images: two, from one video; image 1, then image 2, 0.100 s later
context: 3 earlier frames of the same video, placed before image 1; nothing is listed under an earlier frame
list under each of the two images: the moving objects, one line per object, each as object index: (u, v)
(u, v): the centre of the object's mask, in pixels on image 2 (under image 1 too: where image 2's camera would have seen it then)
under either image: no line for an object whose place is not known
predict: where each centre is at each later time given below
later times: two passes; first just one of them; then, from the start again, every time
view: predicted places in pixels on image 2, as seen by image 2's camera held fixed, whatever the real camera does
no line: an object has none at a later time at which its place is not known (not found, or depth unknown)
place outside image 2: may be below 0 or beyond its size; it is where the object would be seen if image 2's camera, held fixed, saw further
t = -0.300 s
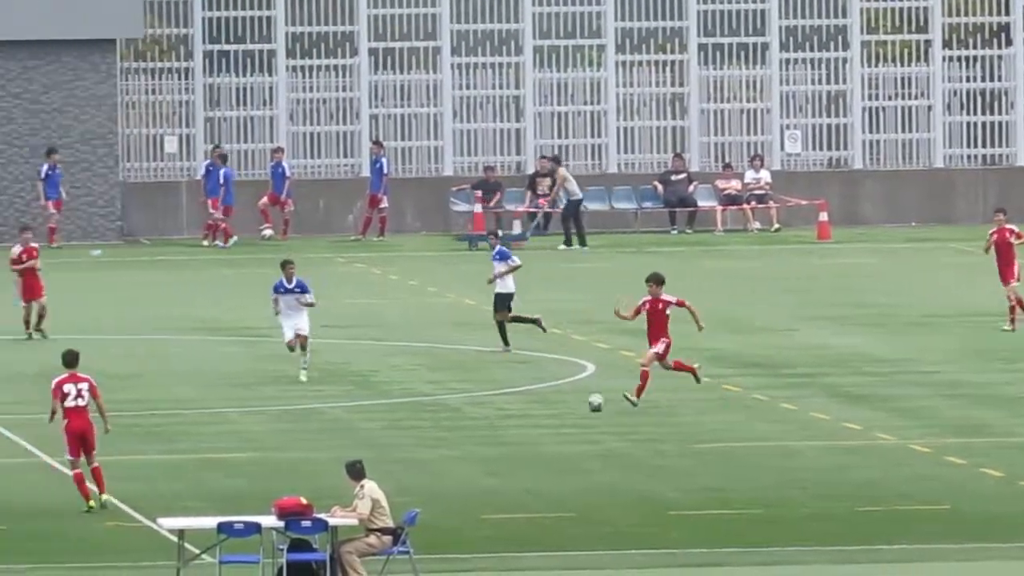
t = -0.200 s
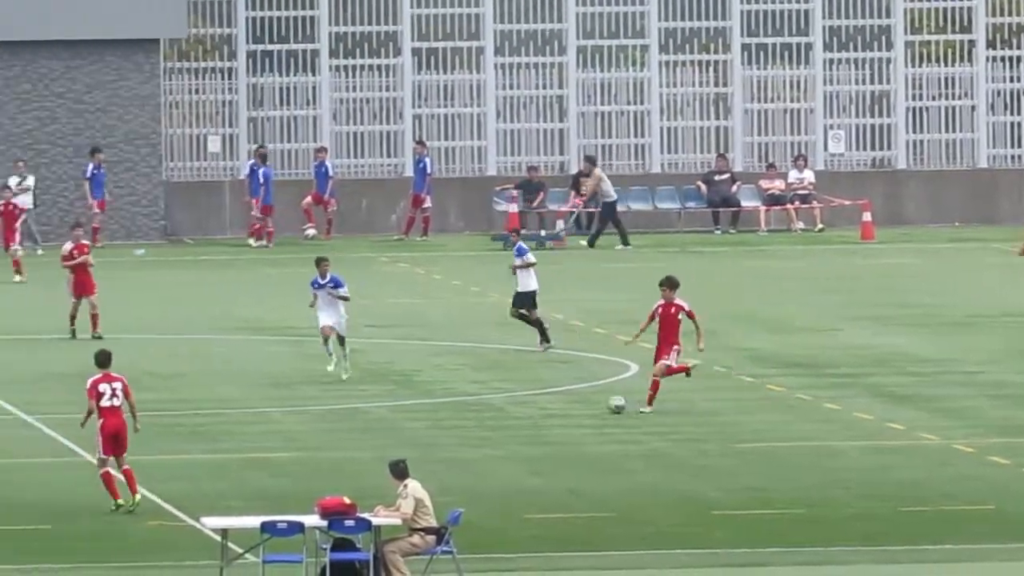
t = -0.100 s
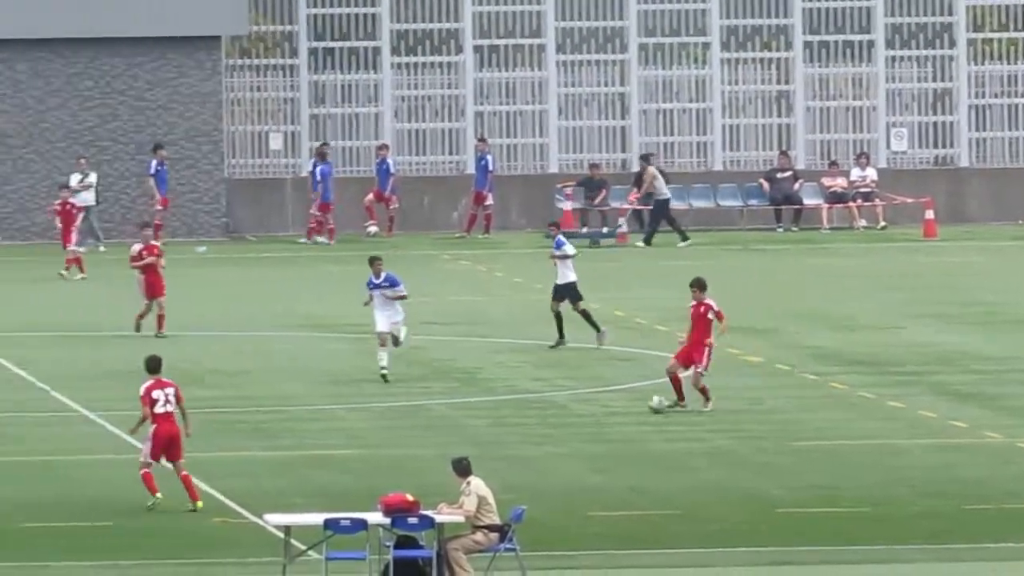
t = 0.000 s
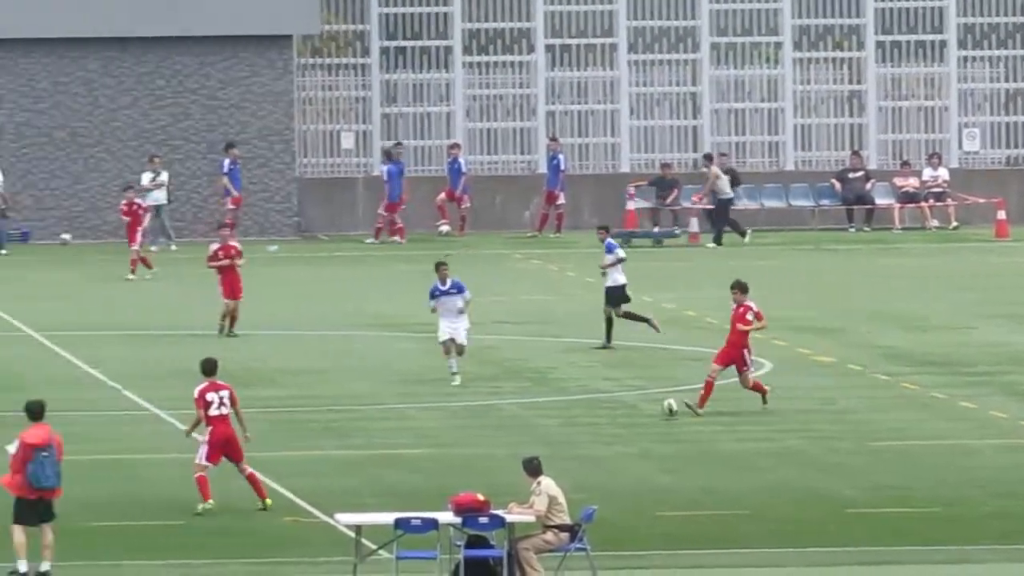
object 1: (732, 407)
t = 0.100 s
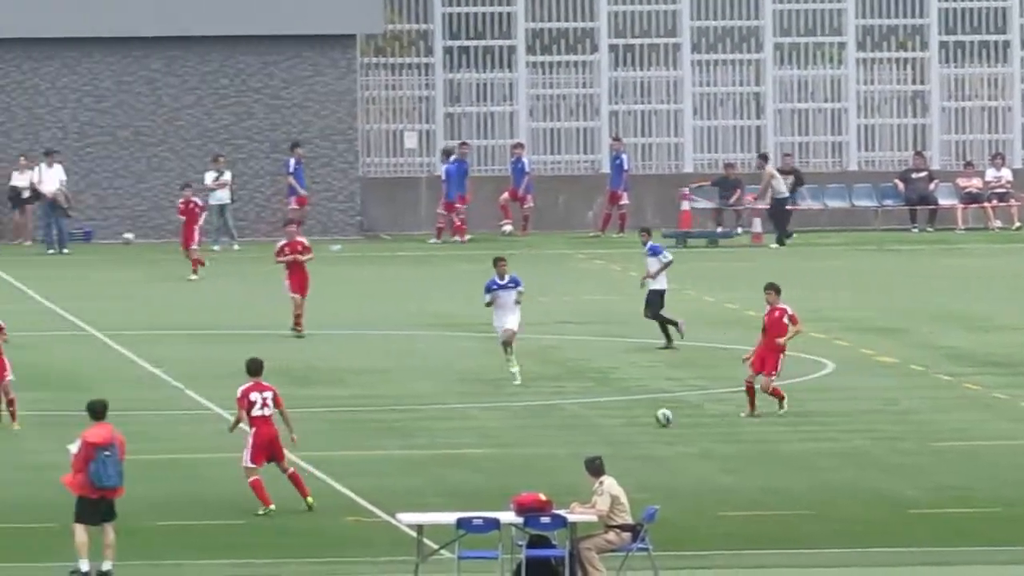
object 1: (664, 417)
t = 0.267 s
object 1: (560, 424)
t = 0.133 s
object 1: (643, 420)
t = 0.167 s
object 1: (622, 419)
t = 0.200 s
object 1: (601, 420)
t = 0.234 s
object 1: (580, 421)
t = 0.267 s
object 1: (560, 424)
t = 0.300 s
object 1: (540, 428)
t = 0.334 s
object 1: (518, 433)
